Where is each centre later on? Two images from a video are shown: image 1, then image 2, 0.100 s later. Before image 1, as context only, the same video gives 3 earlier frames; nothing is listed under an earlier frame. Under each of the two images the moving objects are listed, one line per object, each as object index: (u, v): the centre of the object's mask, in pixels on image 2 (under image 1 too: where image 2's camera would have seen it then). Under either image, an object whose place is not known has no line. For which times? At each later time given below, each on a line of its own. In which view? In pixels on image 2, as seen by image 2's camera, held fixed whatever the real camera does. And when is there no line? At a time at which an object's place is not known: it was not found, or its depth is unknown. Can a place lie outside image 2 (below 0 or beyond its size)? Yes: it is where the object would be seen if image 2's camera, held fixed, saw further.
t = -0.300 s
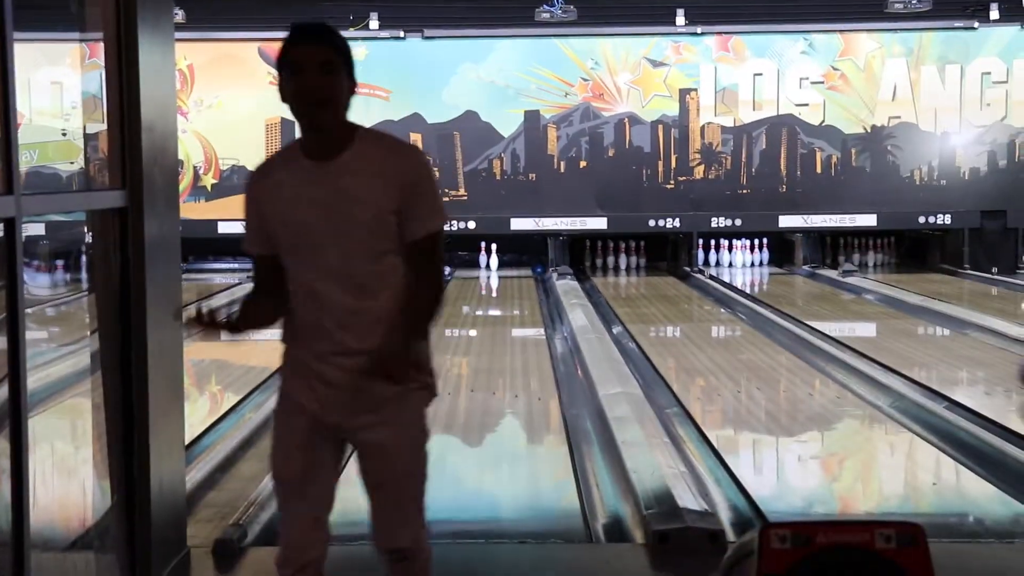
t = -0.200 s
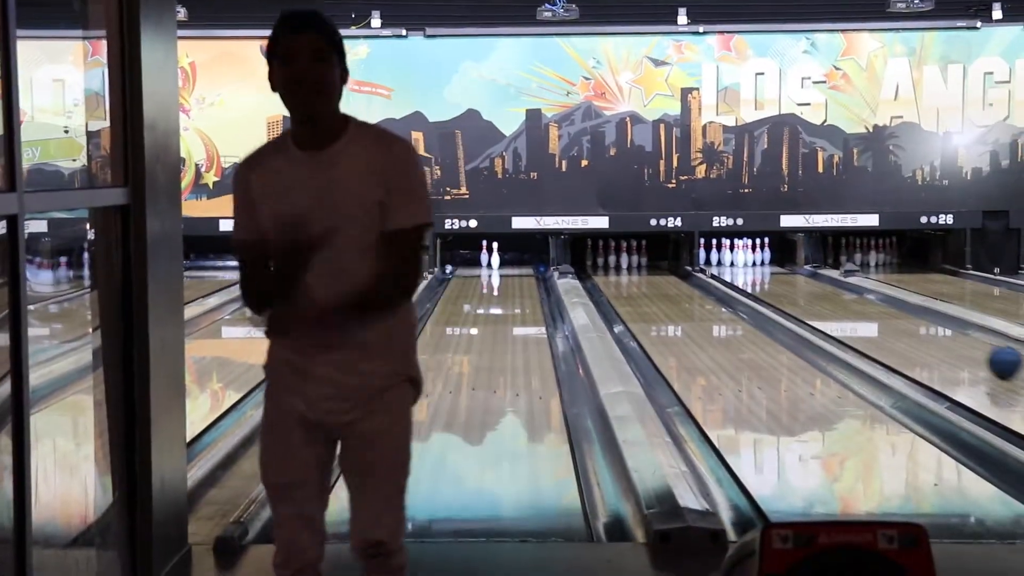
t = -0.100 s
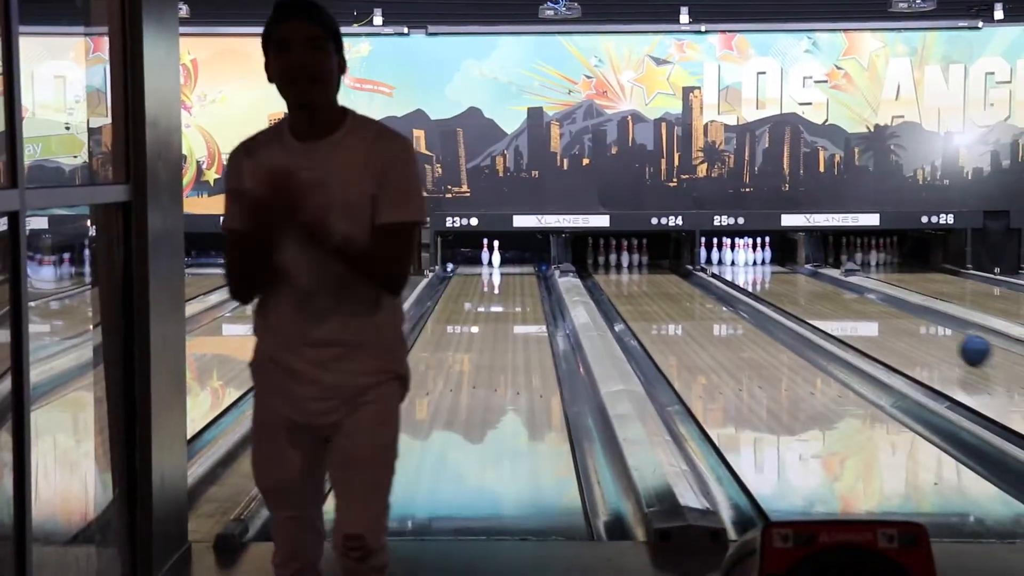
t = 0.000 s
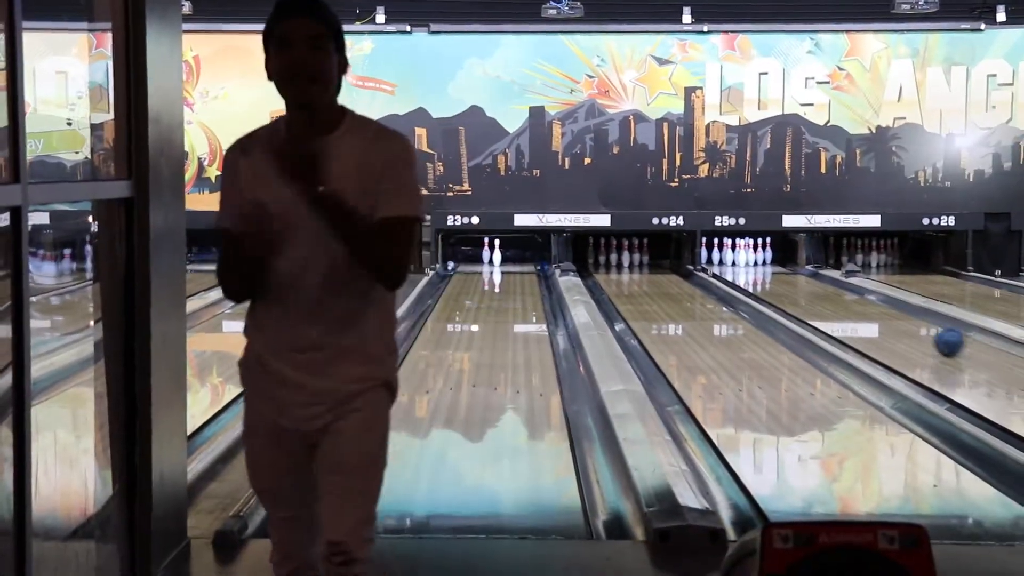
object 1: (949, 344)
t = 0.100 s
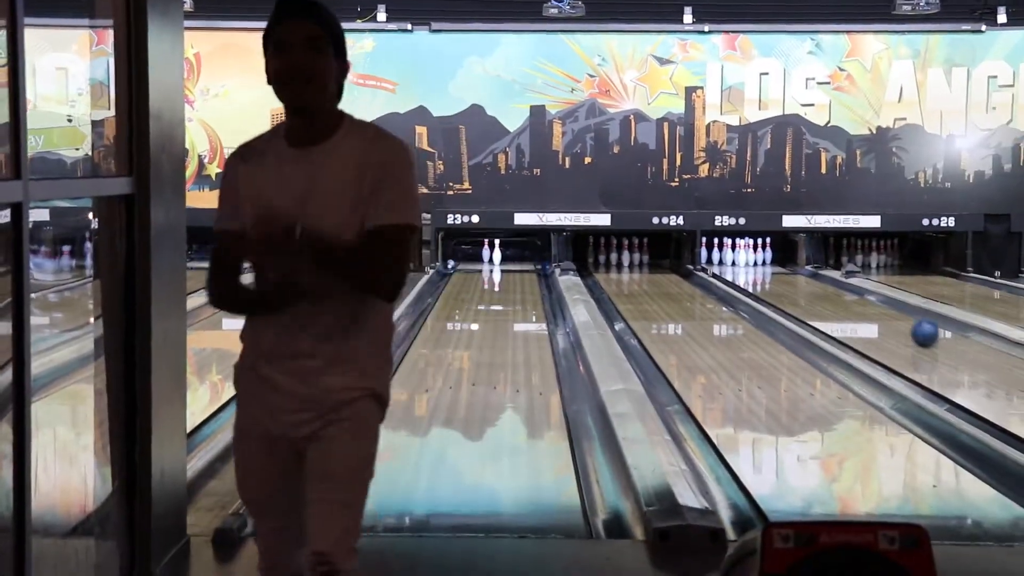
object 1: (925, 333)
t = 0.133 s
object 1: (918, 330)
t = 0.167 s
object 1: (912, 327)
